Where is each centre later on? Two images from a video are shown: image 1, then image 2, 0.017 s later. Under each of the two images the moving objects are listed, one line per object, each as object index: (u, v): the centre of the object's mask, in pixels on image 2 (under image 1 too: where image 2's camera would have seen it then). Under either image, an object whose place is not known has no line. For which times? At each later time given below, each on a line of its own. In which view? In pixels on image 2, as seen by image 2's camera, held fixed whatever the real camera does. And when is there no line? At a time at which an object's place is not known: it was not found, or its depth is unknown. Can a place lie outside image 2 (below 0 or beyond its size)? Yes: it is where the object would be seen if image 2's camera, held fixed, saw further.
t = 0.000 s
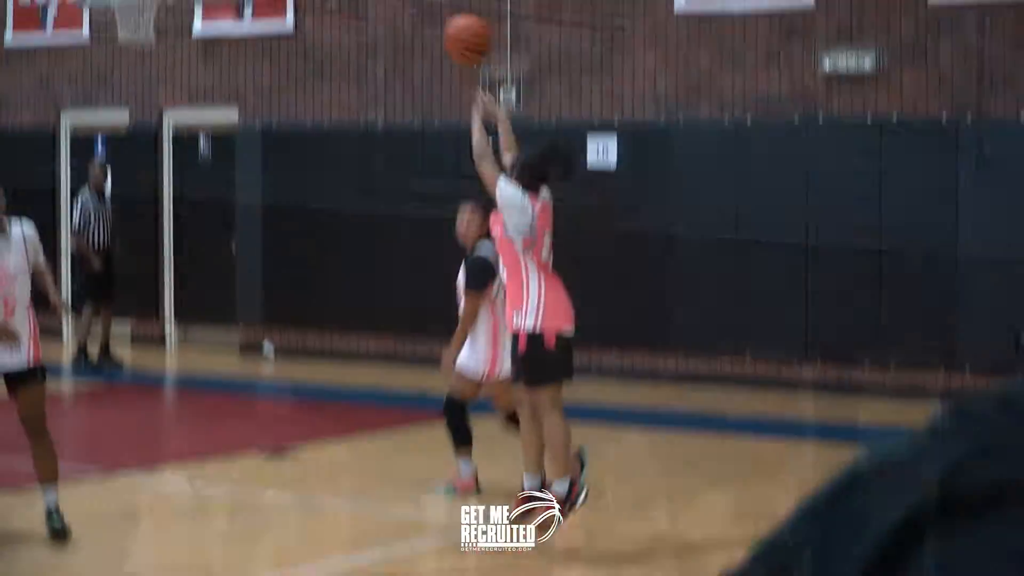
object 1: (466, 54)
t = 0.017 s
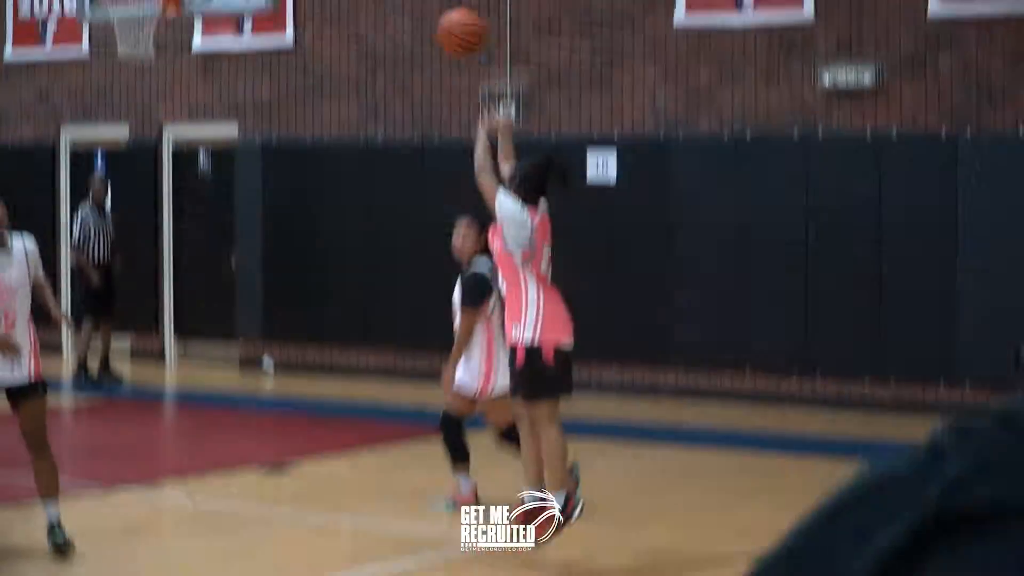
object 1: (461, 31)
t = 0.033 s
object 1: (455, 12)
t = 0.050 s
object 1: (448, -7)
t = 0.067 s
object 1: (444, -27)
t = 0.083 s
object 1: (438, -45)
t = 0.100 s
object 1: (432, -62)
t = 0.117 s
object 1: (426, -78)
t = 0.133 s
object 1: (421, -93)
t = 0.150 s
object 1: (415, -107)
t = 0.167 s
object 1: (410, -121)
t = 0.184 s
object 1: (406, -135)
